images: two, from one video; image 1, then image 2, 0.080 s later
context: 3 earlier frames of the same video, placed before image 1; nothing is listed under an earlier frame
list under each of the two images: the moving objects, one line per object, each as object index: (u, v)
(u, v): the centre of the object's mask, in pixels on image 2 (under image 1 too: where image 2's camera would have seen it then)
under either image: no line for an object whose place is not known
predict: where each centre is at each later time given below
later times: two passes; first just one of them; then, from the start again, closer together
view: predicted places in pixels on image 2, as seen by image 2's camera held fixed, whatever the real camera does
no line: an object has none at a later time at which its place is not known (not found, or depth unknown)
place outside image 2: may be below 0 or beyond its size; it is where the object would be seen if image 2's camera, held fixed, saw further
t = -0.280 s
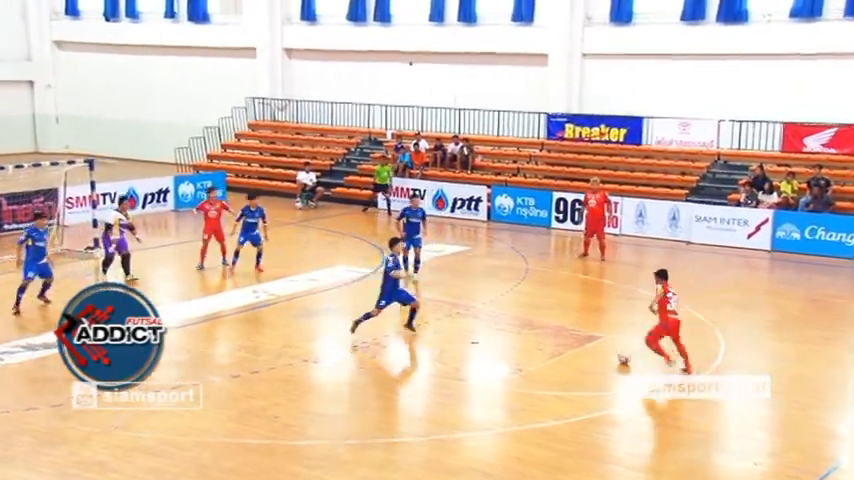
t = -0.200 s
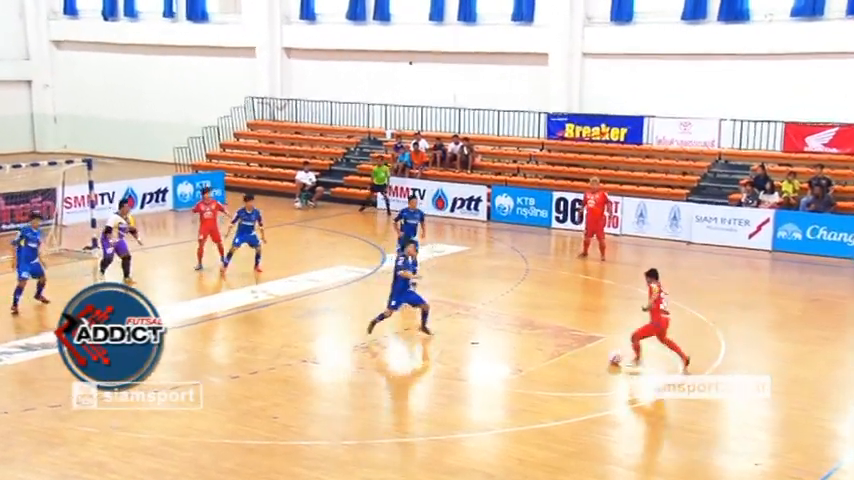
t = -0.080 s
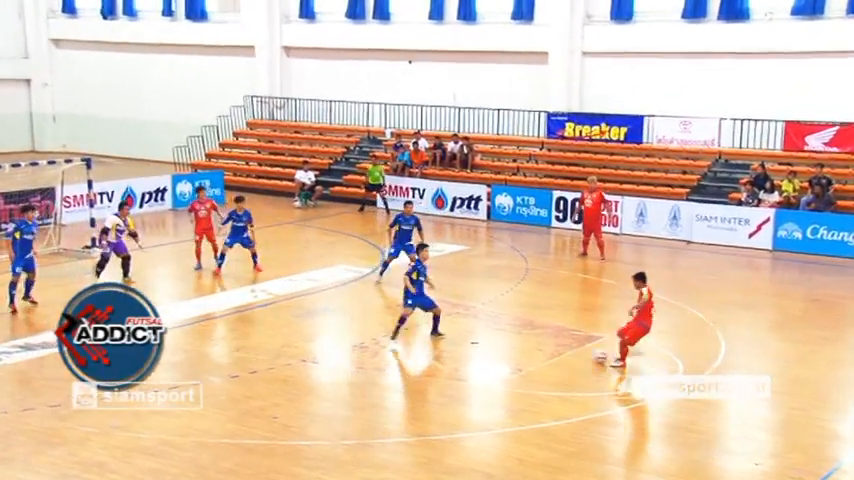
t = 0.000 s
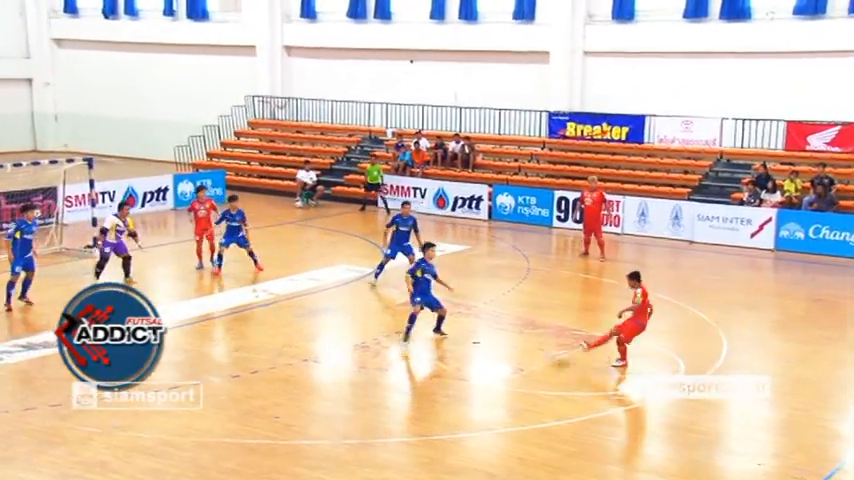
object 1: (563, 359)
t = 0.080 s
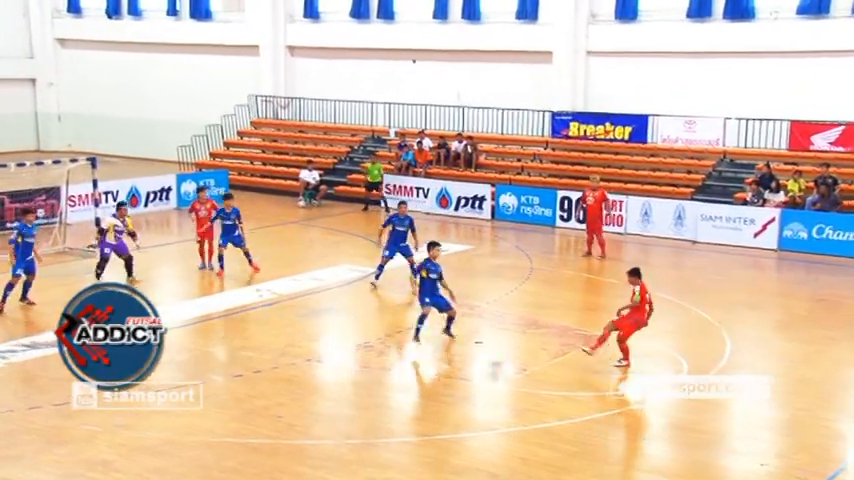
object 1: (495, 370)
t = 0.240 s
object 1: (362, 373)
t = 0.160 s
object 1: (430, 368)
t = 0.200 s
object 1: (392, 374)
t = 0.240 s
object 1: (362, 373)
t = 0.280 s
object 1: (329, 376)
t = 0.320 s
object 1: (294, 377)
